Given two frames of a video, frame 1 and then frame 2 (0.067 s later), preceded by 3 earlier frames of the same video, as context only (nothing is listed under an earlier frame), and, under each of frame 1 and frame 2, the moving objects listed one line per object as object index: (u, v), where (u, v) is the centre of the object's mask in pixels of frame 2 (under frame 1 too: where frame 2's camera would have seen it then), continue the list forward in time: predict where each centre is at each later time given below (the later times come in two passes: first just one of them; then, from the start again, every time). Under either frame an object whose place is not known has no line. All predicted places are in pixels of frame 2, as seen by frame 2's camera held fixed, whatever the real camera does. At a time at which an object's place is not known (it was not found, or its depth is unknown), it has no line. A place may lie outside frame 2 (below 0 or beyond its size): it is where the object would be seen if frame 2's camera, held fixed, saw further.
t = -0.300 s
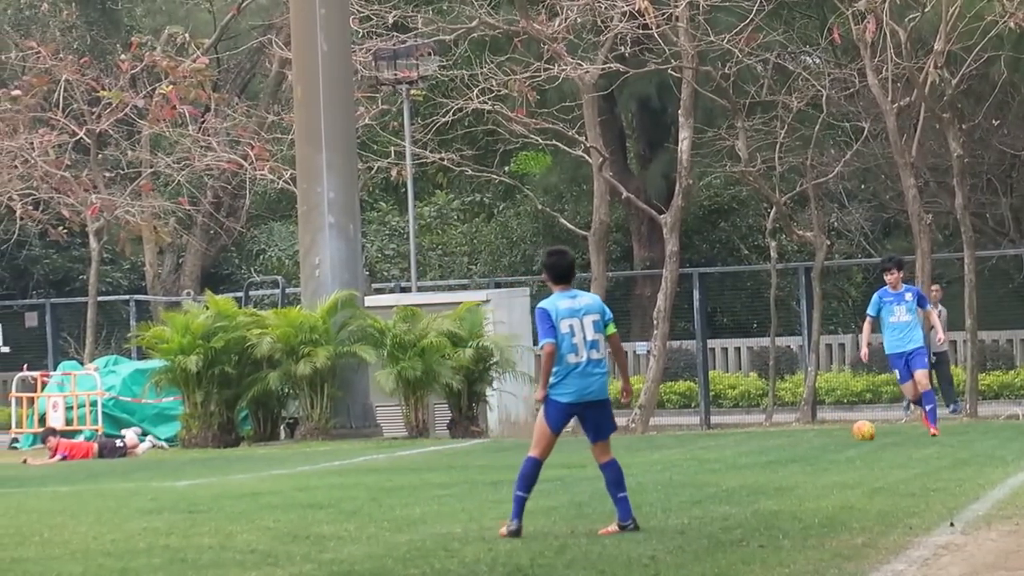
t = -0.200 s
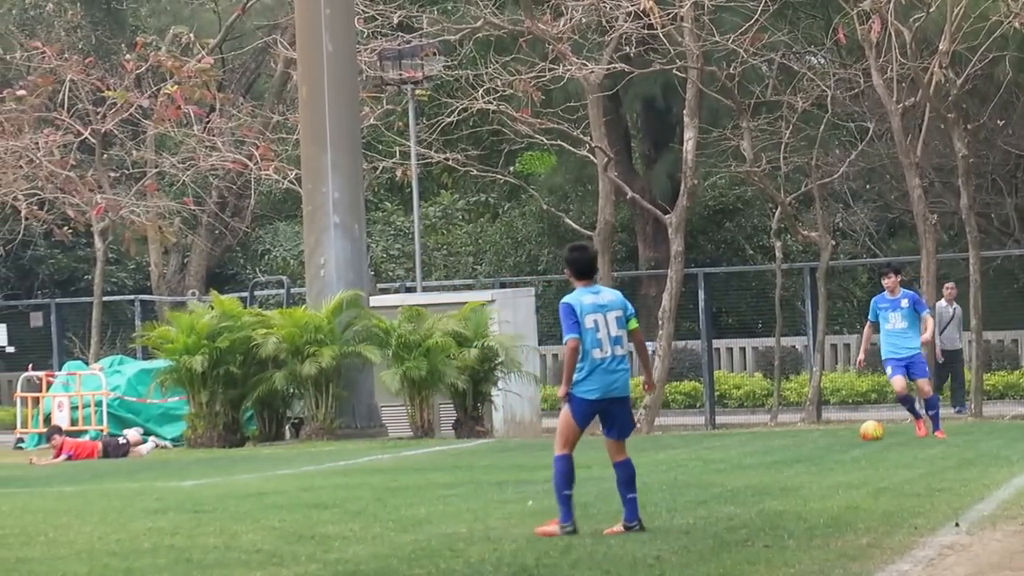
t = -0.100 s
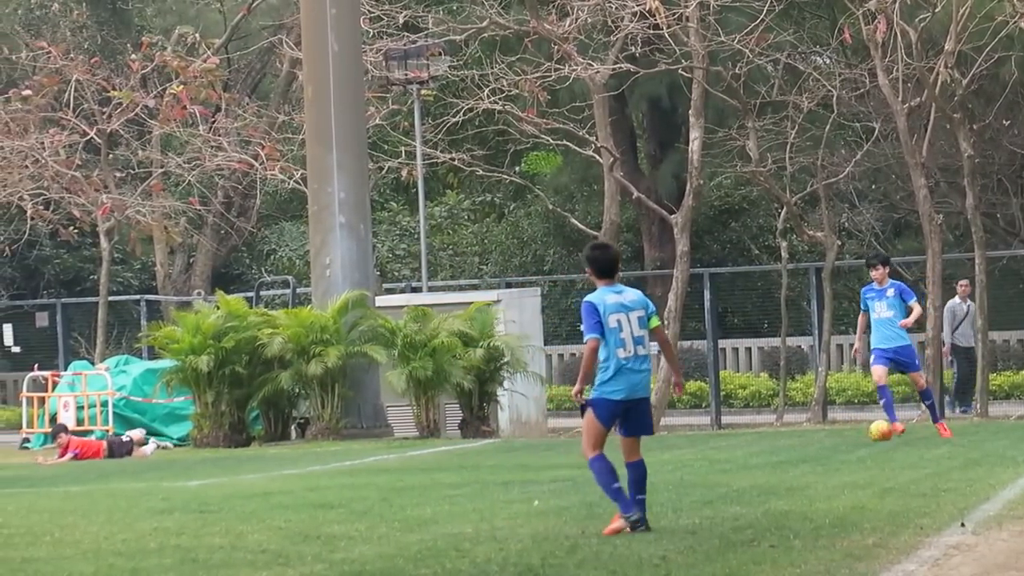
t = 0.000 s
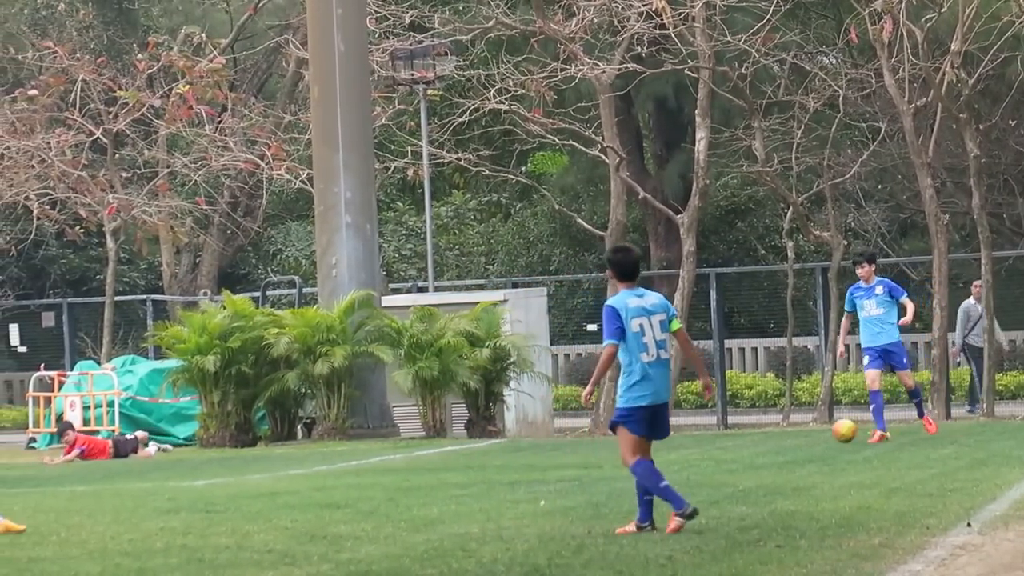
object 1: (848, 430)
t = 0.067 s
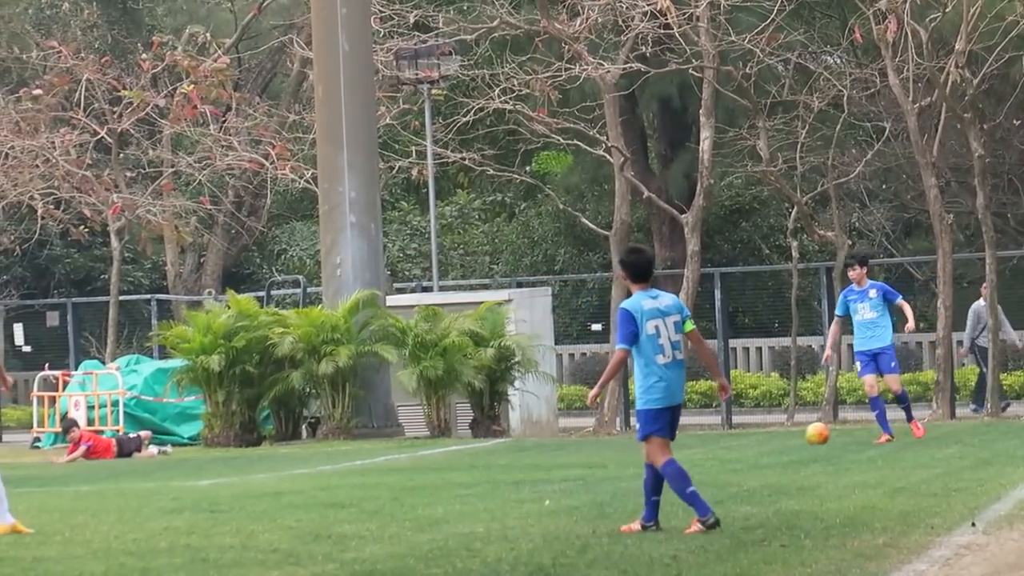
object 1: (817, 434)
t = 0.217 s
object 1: (762, 437)
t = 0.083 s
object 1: (810, 434)
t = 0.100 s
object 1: (803, 435)
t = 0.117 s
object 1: (797, 435)
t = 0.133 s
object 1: (791, 435)
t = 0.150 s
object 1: (785, 435)
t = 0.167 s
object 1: (780, 435)
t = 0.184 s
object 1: (774, 435)
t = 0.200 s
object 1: (768, 436)
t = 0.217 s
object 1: (762, 437)
